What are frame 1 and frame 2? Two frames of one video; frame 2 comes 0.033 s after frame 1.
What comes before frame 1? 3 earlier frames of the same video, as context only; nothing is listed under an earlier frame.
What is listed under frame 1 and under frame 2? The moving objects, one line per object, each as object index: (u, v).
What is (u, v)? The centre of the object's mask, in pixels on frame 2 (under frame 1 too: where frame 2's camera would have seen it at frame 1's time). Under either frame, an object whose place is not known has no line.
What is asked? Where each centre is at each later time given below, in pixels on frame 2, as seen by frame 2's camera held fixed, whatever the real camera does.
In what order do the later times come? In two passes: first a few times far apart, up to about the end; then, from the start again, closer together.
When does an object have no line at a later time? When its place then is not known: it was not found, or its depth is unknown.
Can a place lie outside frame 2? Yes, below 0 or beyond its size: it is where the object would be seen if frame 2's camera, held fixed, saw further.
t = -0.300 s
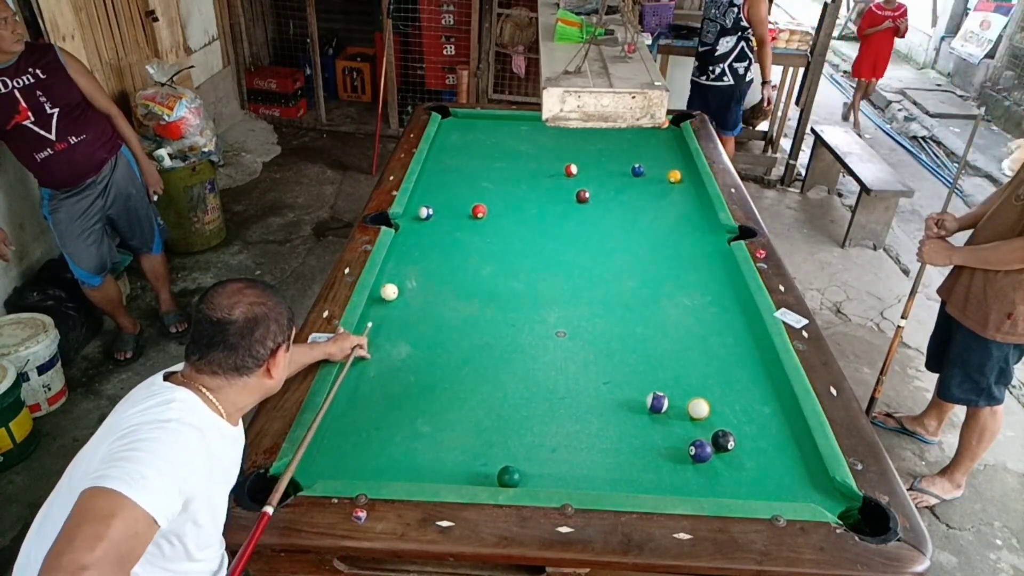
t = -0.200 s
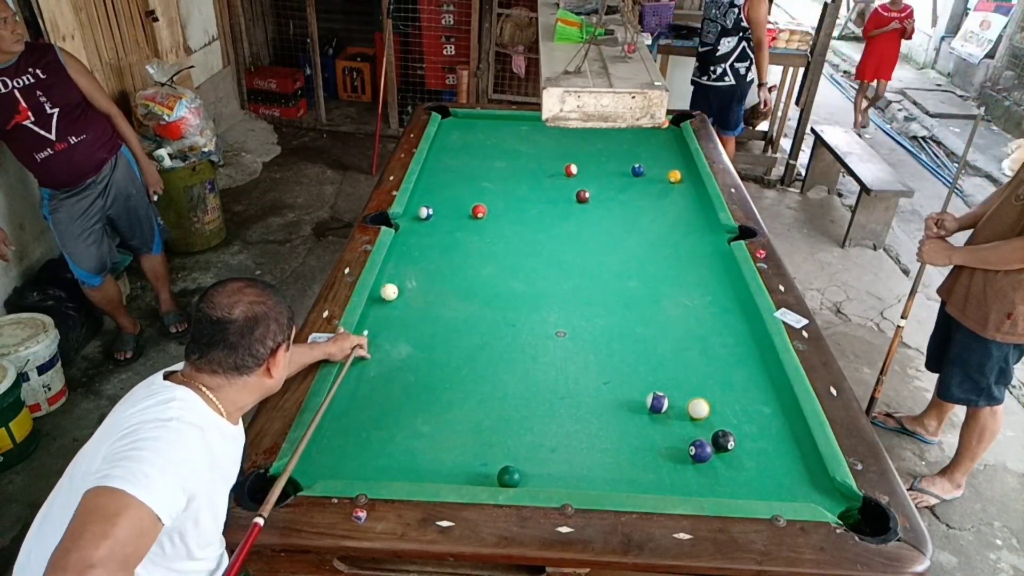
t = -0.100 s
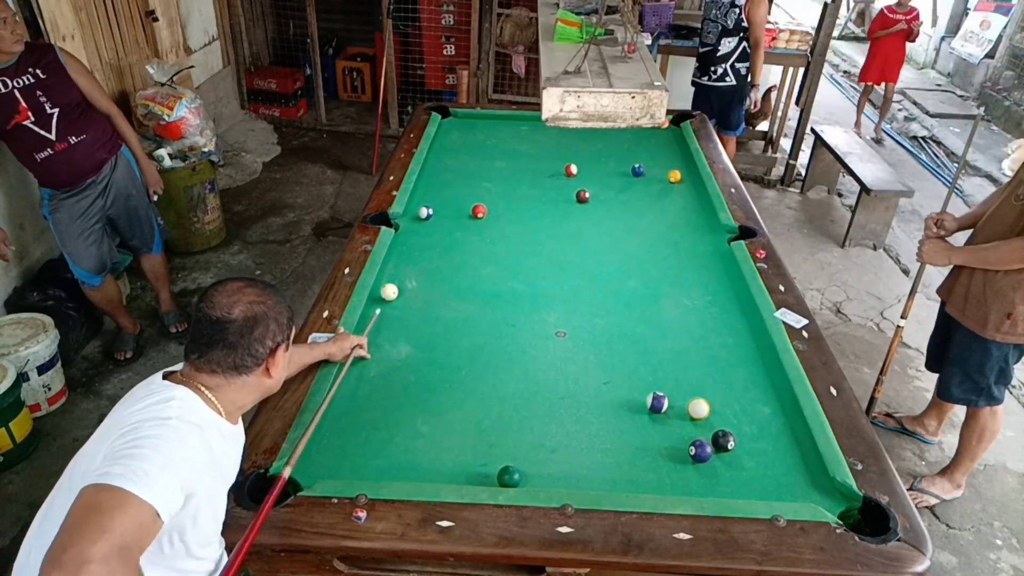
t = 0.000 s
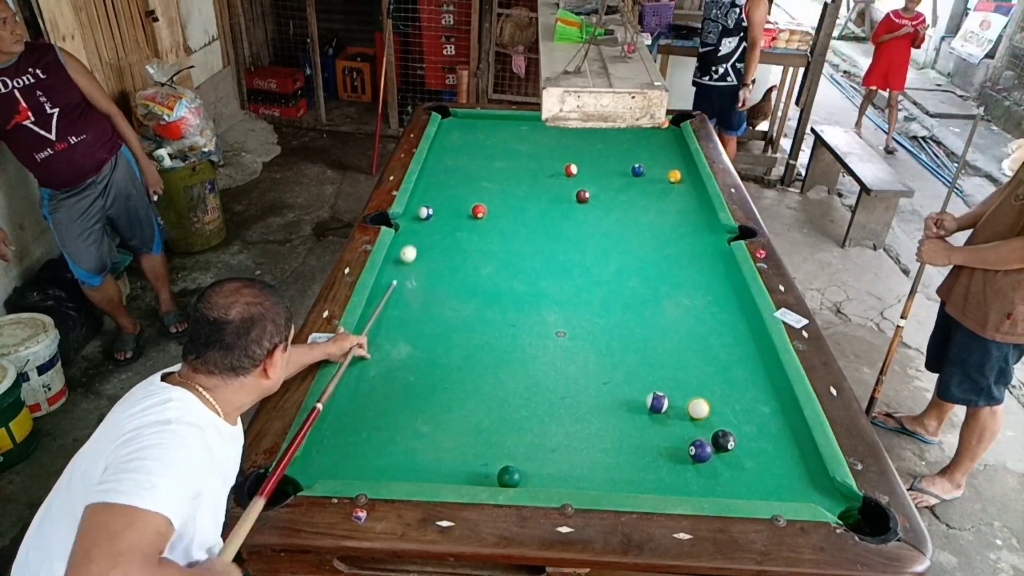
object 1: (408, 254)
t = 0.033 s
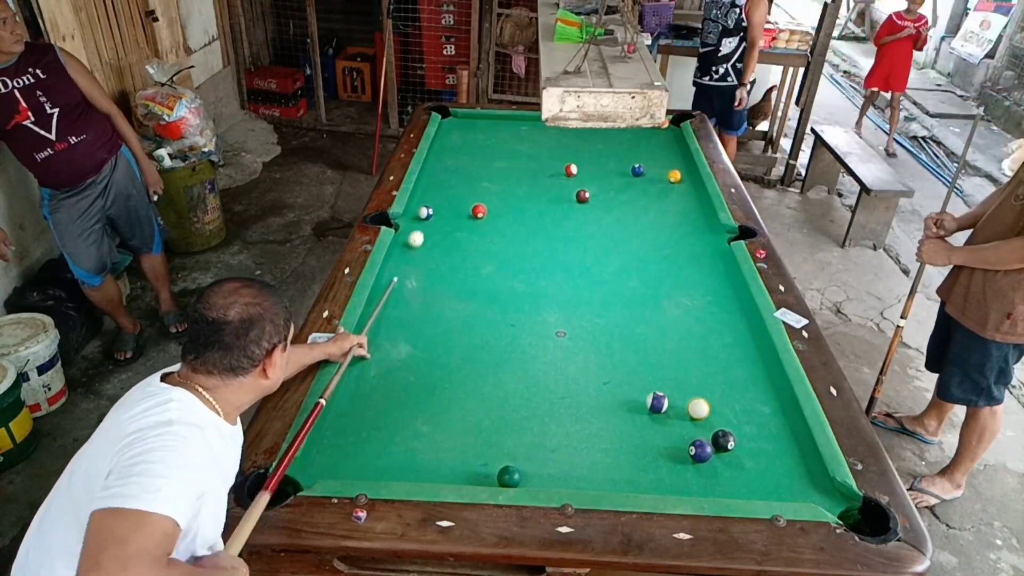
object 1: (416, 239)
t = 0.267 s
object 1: (441, 219)
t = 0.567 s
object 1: (459, 219)
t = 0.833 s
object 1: (476, 220)
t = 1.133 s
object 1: (492, 220)
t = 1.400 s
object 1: (505, 221)
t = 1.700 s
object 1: (518, 221)
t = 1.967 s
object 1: (527, 221)
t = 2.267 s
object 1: (536, 221)
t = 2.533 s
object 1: (542, 221)
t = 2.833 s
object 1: (547, 221)
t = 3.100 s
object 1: (549, 220)
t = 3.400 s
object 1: (551, 220)
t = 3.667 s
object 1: (551, 220)
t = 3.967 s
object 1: (551, 220)
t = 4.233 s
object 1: (551, 220)
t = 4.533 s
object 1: (551, 220)
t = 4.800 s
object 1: (551, 220)
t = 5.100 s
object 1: (551, 220)
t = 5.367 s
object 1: (551, 220)
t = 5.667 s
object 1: (551, 220)
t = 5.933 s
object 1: (551, 220)
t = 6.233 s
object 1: (551, 220)
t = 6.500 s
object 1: (551, 220)
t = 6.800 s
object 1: (551, 220)
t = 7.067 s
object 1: (551, 220)
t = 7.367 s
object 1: (551, 220)
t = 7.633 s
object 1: (551, 220)
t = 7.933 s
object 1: (551, 220)
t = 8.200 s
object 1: (551, 220)
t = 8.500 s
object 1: (551, 220)
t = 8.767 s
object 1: (551, 220)
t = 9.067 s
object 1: (551, 220)
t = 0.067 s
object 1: (423, 225)
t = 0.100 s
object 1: (428, 219)
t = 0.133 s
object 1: (431, 219)
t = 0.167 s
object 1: (434, 219)
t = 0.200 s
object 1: (436, 219)
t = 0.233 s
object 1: (438, 219)
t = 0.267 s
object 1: (441, 219)
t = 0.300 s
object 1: (443, 219)
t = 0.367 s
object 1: (446, 219)
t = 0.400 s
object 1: (448, 219)
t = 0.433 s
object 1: (450, 219)
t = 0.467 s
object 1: (453, 219)
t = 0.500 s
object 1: (455, 219)
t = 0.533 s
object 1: (457, 219)
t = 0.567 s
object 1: (459, 219)
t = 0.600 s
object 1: (461, 219)
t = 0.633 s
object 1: (463, 219)
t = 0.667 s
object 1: (465, 219)
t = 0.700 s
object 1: (468, 220)
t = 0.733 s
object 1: (470, 220)
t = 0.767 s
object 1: (472, 220)
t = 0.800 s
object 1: (474, 220)
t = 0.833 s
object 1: (476, 220)
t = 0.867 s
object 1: (478, 220)
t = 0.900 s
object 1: (480, 220)
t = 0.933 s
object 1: (482, 220)
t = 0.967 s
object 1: (484, 220)
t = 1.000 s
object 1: (485, 220)
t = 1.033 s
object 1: (487, 220)
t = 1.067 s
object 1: (489, 220)
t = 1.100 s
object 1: (491, 220)
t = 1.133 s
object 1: (492, 220)
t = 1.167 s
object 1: (494, 220)
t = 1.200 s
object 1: (496, 220)
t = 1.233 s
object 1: (497, 220)
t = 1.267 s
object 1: (499, 220)
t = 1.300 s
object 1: (501, 220)
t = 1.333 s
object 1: (502, 221)
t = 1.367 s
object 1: (504, 220)
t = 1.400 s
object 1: (505, 221)
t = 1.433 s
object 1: (507, 221)
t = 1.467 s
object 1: (508, 221)
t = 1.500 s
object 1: (510, 221)
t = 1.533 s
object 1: (511, 221)
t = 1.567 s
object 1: (512, 221)
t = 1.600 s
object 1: (514, 221)
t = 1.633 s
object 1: (515, 221)
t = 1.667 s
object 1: (516, 221)
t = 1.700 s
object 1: (518, 221)
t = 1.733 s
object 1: (519, 221)
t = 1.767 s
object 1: (520, 221)
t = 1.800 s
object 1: (521, 221)
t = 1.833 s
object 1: (522, 221)
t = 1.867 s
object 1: (524, 221)
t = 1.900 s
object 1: (525, 221)
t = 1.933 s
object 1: (526, 221)
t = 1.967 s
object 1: (527, 221)
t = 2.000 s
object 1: (528, 221)
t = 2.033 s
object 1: (529, 221)
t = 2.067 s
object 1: (530, 221)
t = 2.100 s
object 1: (531, 221)
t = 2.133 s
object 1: (532, 221)
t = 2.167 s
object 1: (533, 221)
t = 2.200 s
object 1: (534, 221)
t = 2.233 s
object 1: (535, 221)
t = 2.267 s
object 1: (536, 221)
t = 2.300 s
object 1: (536, 221)
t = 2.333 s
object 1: (537, 221)
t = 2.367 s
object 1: (538, 221)
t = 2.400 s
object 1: (539, 221)
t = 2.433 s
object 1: (540, 221)
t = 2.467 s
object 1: (540, 221)
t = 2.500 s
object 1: (541, 221)
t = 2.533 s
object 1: (542, 221)
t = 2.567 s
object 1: (542, 221)
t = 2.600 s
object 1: (543, 221)
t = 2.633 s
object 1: (544, 221)
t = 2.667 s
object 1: (544, 221)
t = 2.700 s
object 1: (545, 221)
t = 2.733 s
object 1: (545, 221)
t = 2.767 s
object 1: (546, 221)
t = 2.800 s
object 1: (546, 221)
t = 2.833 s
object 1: (547, 221)
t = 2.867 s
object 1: (547, 221)
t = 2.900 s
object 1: (548, 221)
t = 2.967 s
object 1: (548, 221)
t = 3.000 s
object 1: (548, 221)
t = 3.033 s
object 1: (549, 220)
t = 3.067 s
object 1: (549, 220)
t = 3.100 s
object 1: (549, 220)
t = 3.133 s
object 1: (550, 220)
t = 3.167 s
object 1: (550, 220)
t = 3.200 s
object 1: (550, 220)
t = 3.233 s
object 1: (550, 220)
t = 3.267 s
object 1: (550, 220)
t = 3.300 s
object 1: (551, 220)
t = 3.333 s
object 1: (551, 220)
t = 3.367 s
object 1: (551, 220)
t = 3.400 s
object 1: (551, 220)
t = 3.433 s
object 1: (551, 220)
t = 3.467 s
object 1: (551, 220)
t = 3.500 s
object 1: (551, 220)
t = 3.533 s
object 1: (551, 220)
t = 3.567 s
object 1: (551, 220)
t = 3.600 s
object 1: (551, 220)
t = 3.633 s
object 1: (551, 220)
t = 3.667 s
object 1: (551, 220)
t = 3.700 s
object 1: (551, 220)
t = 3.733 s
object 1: (551, 220)
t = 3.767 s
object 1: (551, 220)
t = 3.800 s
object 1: (551, 220)
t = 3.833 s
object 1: (551, 220)
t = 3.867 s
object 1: (551, 220)
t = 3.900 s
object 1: (551, 220)
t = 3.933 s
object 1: (551, 220)
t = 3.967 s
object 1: (551, 220)
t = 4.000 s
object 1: (551, 220)
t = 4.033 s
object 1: (551, 220)
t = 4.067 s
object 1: (551, 220)
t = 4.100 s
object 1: (551, 220)
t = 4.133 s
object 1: (551, 220)
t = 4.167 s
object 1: (551, 220)
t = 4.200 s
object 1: (551, 220)
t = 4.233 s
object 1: (551, 220)
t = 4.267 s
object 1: (551, 220)
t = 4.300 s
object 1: (551, 220)
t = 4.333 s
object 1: (551, 220)
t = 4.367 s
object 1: (551, 220)
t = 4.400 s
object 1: (551, 220)
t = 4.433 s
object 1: (551, 220)
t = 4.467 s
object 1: (551, 220)
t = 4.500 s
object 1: (551, 220)
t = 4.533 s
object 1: (551, 220)
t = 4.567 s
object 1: (551, 220)
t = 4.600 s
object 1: (551, 220)
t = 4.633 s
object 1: (551, 220)
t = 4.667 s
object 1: (551, 220)
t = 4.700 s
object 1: (551, 220)
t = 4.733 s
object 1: (551, 220)
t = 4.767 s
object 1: (551, 220)
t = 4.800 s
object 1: (551, 220)
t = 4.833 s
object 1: (551, 220)
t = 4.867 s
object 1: (551, 220)
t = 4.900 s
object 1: (551, 220)
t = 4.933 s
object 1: (551, 220)
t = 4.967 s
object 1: (551, 220)
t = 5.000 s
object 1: (551, 220)
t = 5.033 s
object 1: (551, 220)
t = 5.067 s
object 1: (551, 220)
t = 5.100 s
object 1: (551, 220)
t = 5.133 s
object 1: (551, 220)
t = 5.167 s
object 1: (551, 220)
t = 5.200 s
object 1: (551, 220)
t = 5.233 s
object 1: (551, 220)
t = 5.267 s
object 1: (551, 220)
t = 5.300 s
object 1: (551, 220)
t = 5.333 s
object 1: (551, 220)
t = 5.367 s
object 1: (551, 220)
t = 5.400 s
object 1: (551, 220)
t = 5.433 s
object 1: (551, 220)
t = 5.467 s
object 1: (551, 220)
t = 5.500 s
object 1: (551, 220)
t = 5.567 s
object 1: (551, 220)
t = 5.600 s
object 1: (551, 220)
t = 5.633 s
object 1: (551, 220)
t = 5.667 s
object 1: (551, 220)
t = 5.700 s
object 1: (551, 220)
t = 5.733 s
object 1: (551, 220)
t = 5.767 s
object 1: (551, 220)
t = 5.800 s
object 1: (551, 220)
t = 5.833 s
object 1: (551, 220)
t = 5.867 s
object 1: (551, 220)
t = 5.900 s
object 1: (551, 220)
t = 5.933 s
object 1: (551, 220)
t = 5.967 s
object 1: (551, 220)
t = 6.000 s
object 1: (551, 220)
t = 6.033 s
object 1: (551, 220)
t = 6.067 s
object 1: (551, 220)
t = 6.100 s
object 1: (551, 220)
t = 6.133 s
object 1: (551, 220)
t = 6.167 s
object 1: (551, 220)
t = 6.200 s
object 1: (551, 220)
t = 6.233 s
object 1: (551, 220)
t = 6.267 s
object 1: (551, 220)
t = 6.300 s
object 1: (551, 220)
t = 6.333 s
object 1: (551, 220)
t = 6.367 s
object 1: (551, 220)
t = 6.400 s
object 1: (551, 220)
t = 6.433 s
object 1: (551, 220)
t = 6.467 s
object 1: (551, 220)
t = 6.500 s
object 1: (551, 220)
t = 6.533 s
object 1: (551, 220)
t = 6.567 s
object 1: (551, 220)
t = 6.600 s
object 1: (551, 220)
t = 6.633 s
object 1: (551, 220)
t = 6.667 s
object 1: (551, 220)
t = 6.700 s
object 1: (551, 220)
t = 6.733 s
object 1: (551, 220)
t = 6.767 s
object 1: (551, 220)
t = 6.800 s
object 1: (551, 220)
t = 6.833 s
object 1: (551, 220)
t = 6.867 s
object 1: (551, 220)
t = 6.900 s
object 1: (551, 220)
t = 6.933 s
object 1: (551, 220)
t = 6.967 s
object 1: (551, 220)
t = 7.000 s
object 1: (551, 220)
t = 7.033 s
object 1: (551, 220)
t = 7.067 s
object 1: (551, 220)
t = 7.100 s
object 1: (551, 220)
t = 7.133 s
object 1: (551, 220)
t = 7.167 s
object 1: (551, 220)
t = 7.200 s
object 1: (551, 220)
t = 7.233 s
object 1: (551, 220)
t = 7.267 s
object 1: (551, 220)
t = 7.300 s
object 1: (551, 220)
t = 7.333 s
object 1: (551, 220)
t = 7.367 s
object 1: (551, 220)
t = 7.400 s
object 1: (551, 220)
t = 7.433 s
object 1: (551, 220)
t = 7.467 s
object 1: (551, 220)
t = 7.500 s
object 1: (551, 220)
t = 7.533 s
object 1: (551, 220)
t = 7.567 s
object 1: (551, 220)
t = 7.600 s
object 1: (551, 220)
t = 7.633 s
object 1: (551, 220)
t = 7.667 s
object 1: (551, 220)
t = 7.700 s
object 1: (551, 220)
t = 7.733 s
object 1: (551, 220)
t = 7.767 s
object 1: (551, 220)
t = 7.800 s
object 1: (551, 220)
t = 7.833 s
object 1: (551, 220)
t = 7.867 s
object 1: (551, 220)
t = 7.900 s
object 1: (551, 220)
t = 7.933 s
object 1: (551, 220)
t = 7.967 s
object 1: (551, 220)
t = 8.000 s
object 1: (551, 220)
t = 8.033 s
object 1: (551, 220)
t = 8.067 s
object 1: (551, 220)
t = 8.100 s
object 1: (551, 220)
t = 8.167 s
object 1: (551, 220)
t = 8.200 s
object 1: (551, 220)
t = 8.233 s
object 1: (551, 220)
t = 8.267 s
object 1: (551, 220)
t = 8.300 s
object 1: (551, 220)
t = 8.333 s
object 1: (551, 220)
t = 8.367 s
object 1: (551, 220)
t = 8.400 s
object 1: (551, 220)
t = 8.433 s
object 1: (551, 220)
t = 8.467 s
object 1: (551, 220)
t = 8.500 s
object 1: (551, 220)
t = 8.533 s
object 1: (551, 220)
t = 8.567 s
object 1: (551, 220)
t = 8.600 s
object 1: (551, 220)
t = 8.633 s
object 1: (551, 220)
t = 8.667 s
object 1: (551, 220)
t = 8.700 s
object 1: (551, 220)
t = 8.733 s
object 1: (551, 220)
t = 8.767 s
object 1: (551, 220)
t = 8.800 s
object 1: (551, 220)
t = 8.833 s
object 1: (551, 220)
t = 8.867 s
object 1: (551, 220)
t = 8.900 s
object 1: (551, 220)
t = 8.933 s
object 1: (551, 220)
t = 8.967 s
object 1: (551, 220)
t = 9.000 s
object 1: (551, 220)
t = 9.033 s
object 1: (551, 220)
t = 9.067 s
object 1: (551, 220)
